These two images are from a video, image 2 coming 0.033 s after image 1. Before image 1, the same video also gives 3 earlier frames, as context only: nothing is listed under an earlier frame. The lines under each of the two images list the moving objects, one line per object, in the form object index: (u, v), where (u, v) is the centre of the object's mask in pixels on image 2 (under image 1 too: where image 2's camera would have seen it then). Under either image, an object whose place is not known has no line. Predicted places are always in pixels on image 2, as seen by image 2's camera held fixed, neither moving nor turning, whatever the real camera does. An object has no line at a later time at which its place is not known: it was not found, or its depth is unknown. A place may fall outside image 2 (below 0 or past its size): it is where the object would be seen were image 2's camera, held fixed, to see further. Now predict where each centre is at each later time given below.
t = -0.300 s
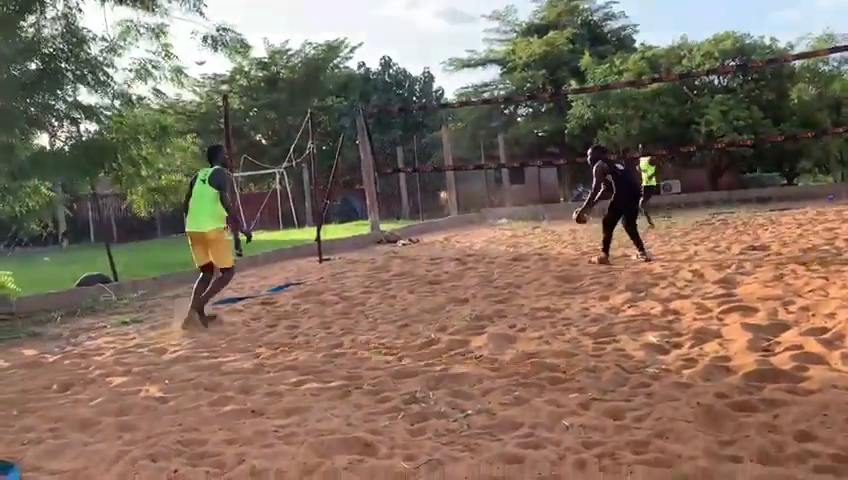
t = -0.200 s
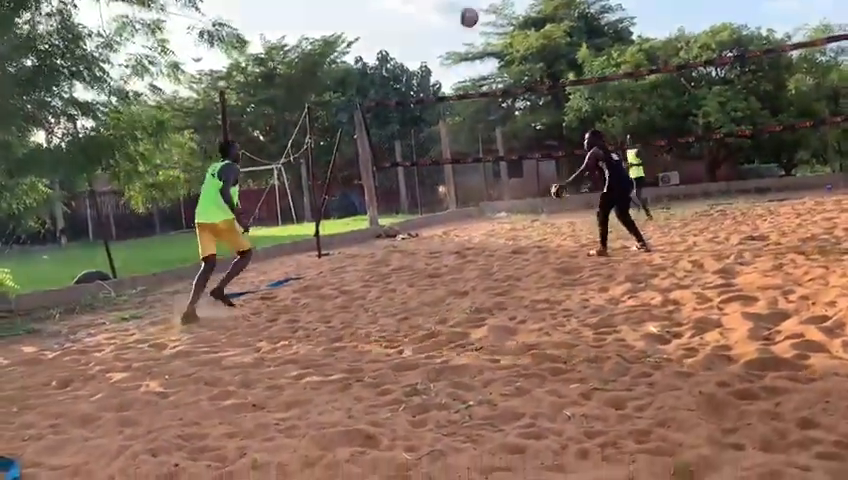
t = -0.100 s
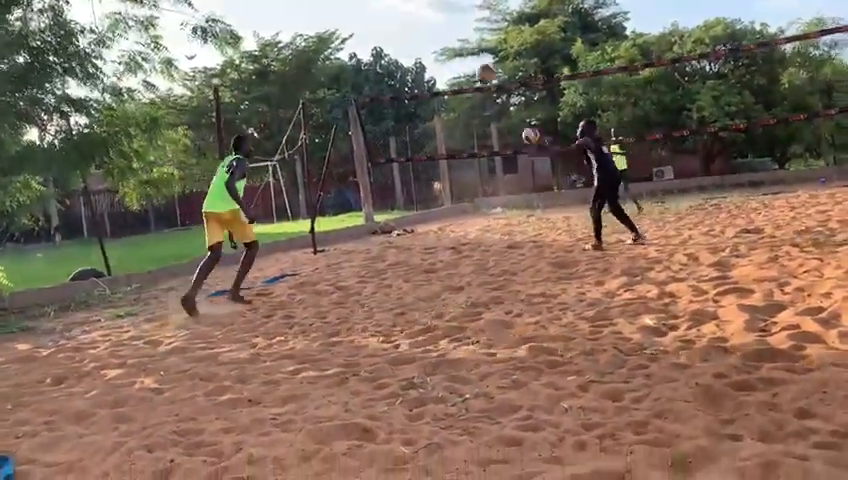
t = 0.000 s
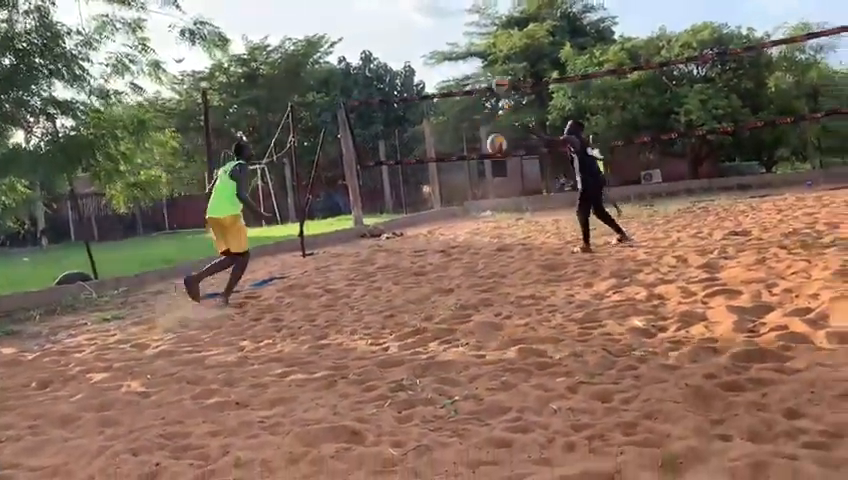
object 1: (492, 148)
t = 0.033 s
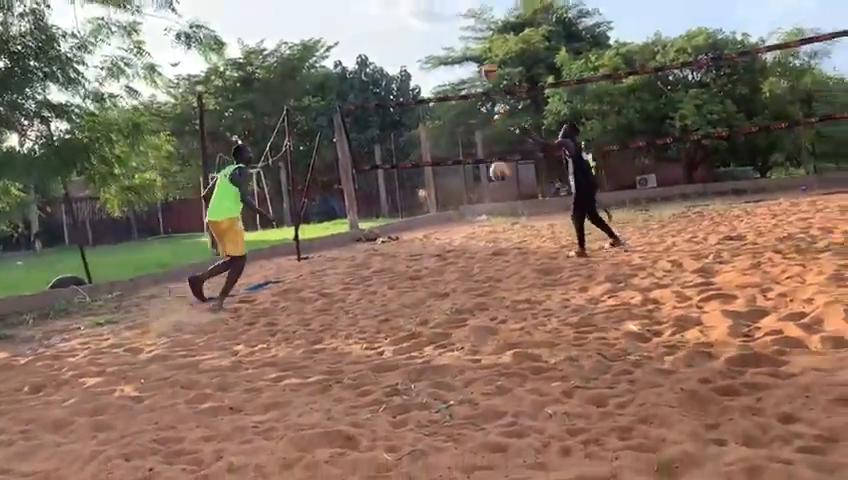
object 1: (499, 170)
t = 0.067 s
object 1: (506, 194)
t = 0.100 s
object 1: (514, 218)
